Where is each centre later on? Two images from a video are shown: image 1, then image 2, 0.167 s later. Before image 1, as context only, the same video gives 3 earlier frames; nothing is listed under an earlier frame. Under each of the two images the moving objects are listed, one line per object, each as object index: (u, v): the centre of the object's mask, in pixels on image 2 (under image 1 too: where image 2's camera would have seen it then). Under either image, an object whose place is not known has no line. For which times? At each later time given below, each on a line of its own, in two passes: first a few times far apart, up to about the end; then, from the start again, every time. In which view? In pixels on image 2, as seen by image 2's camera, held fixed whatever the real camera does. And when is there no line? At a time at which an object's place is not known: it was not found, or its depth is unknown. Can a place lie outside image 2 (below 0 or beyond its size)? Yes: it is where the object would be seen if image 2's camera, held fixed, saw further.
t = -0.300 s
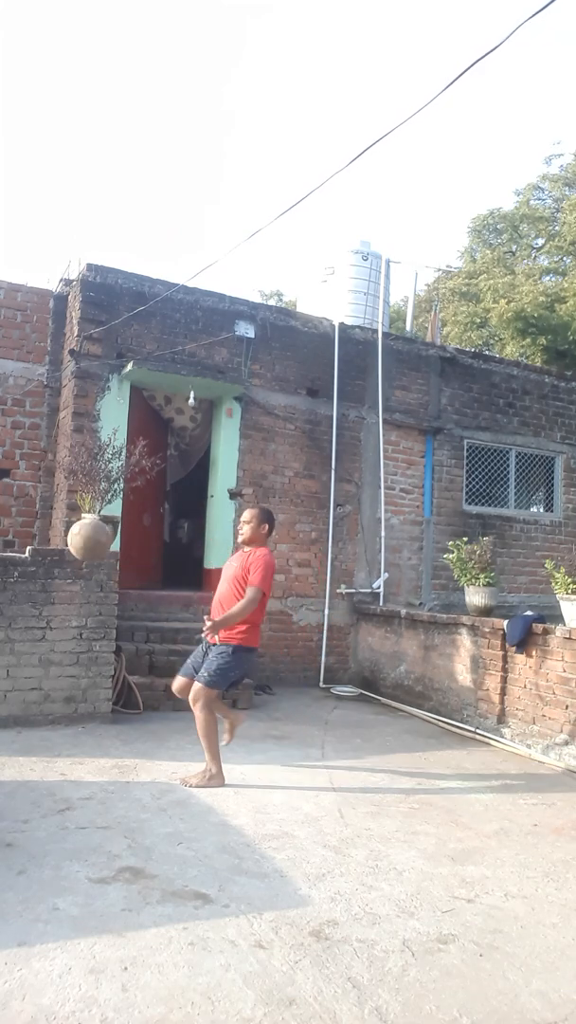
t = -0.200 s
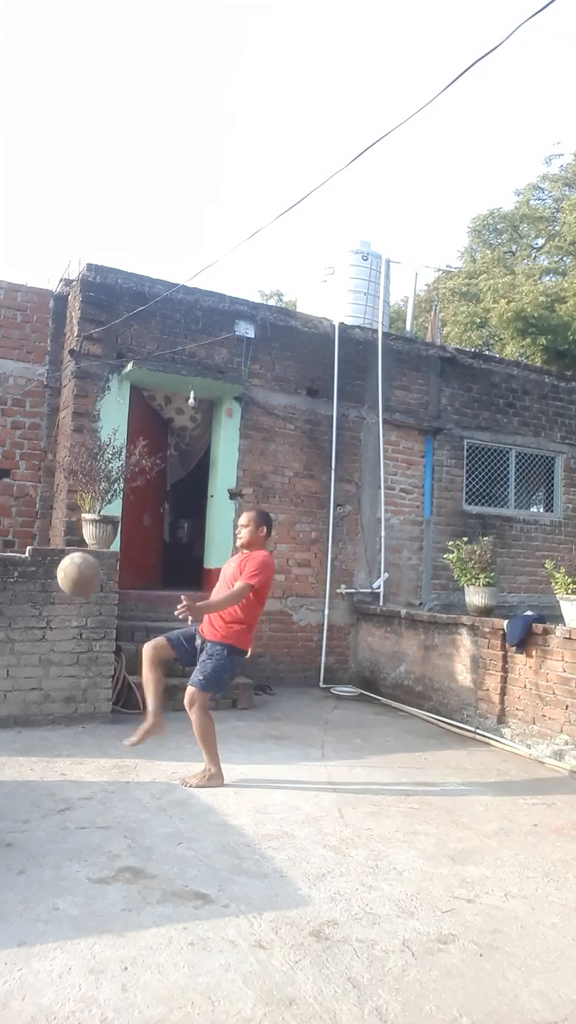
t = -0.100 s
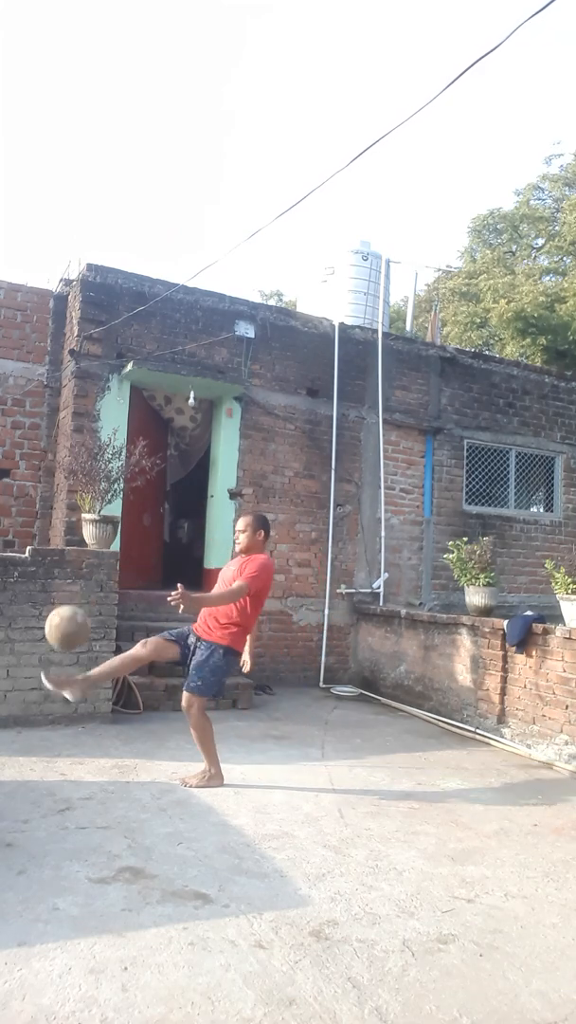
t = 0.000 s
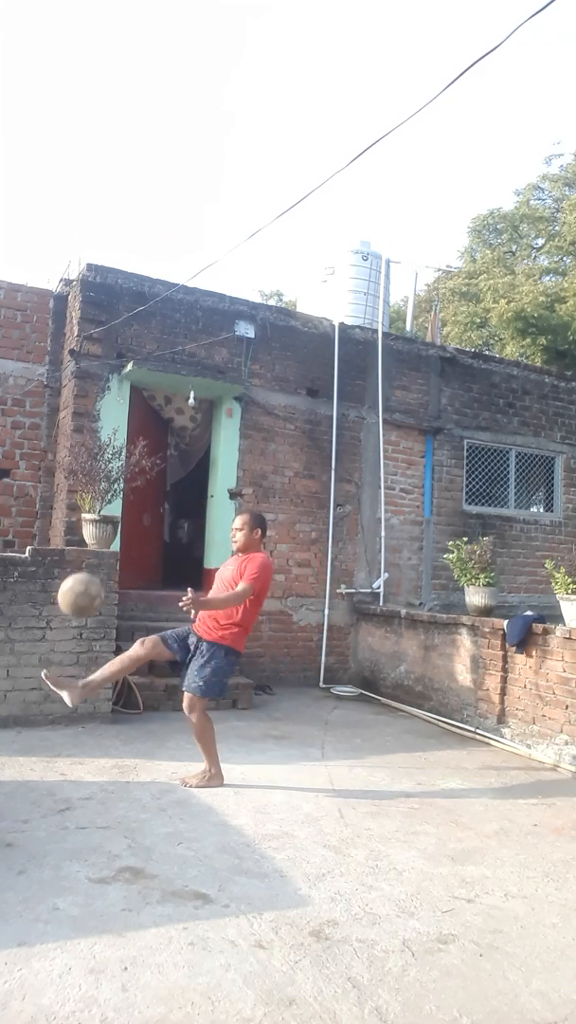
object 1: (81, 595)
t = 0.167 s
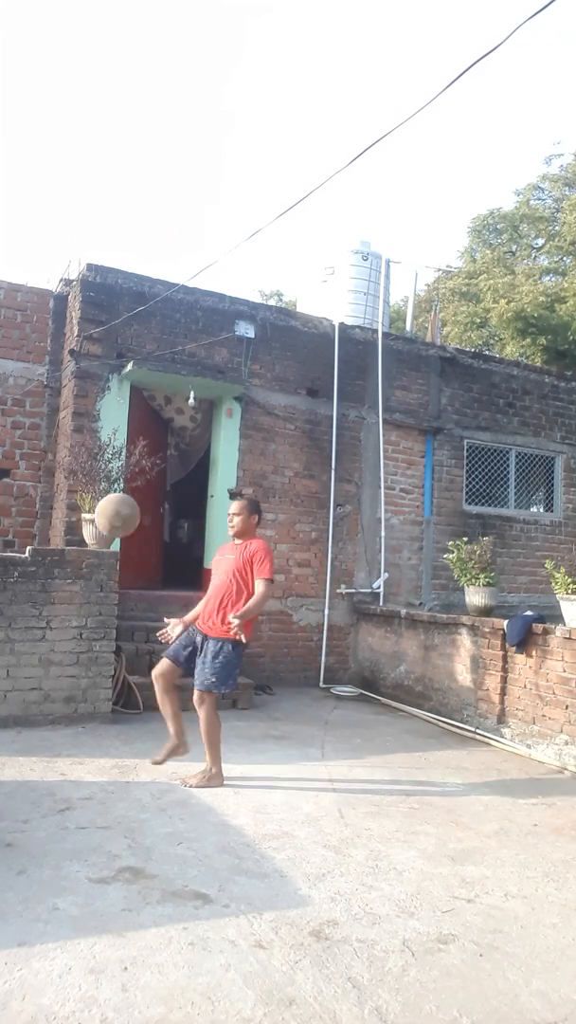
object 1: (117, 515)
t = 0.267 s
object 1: (137, 492)
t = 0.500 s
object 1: (182, 515)
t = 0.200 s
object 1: (124, 505)
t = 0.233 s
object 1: (131, 498)
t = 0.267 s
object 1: (137, 492)
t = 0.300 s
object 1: (144, 489)
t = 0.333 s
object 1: (151, 488)
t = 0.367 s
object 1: (157, 489)
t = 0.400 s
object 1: (163, 492)
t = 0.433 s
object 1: (170, 497)
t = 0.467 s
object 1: (176, 505)
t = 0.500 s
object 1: (182, 515)
